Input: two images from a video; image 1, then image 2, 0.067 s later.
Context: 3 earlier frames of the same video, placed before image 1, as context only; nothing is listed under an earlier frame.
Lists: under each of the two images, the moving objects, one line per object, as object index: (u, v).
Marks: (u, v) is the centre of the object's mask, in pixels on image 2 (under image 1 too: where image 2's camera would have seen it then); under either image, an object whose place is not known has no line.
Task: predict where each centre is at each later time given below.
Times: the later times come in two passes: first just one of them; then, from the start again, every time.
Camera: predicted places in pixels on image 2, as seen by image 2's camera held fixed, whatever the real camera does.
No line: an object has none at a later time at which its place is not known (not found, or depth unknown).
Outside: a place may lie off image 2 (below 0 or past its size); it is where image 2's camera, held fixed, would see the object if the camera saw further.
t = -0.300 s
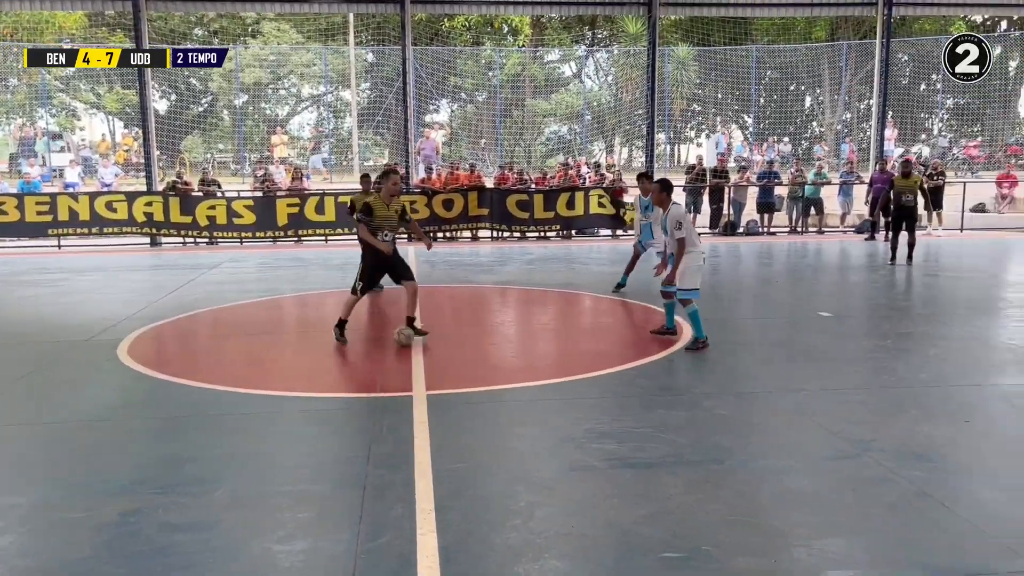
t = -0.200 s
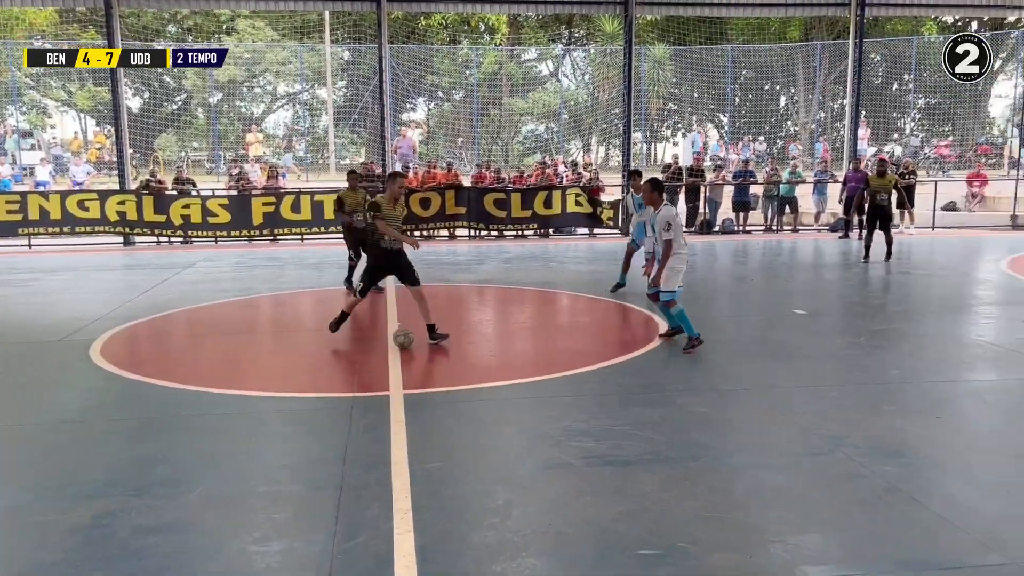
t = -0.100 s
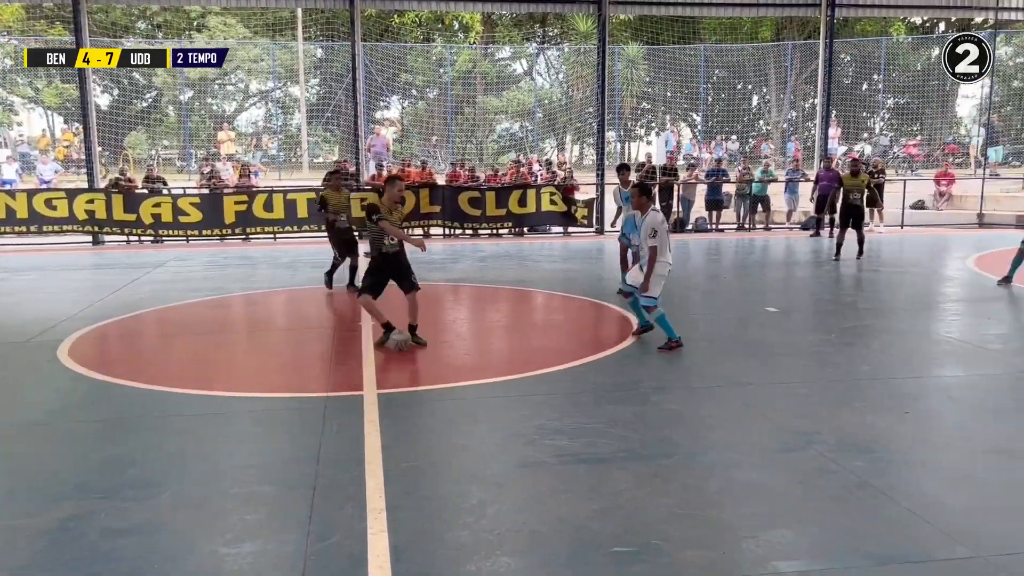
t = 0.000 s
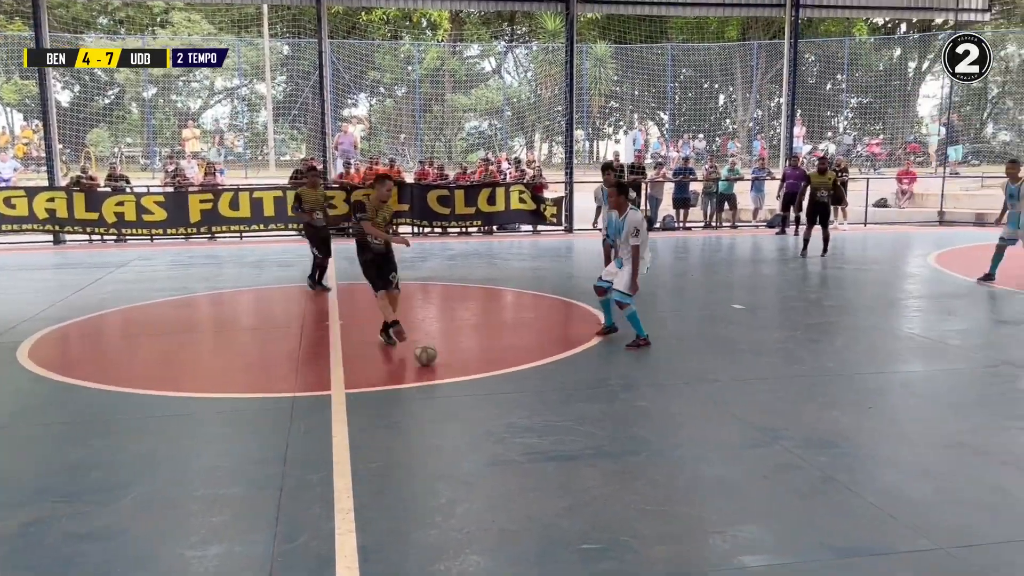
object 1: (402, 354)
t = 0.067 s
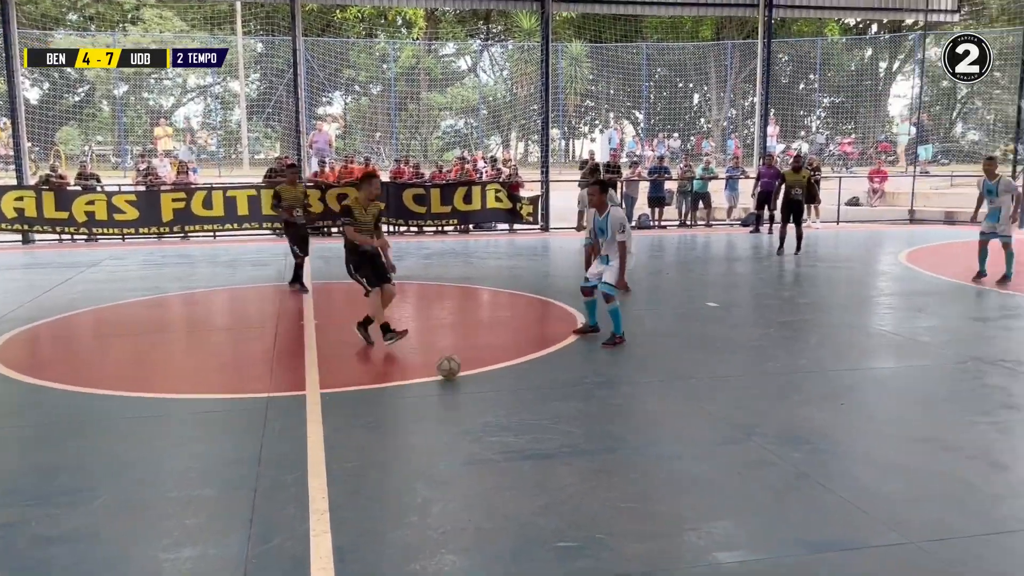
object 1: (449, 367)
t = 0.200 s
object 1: (558, 399)
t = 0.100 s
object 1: (475, 374)
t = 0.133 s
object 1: (500, 381)
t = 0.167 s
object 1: (529, 388)
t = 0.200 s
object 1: (558, 399)
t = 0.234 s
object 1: (589, 407)
